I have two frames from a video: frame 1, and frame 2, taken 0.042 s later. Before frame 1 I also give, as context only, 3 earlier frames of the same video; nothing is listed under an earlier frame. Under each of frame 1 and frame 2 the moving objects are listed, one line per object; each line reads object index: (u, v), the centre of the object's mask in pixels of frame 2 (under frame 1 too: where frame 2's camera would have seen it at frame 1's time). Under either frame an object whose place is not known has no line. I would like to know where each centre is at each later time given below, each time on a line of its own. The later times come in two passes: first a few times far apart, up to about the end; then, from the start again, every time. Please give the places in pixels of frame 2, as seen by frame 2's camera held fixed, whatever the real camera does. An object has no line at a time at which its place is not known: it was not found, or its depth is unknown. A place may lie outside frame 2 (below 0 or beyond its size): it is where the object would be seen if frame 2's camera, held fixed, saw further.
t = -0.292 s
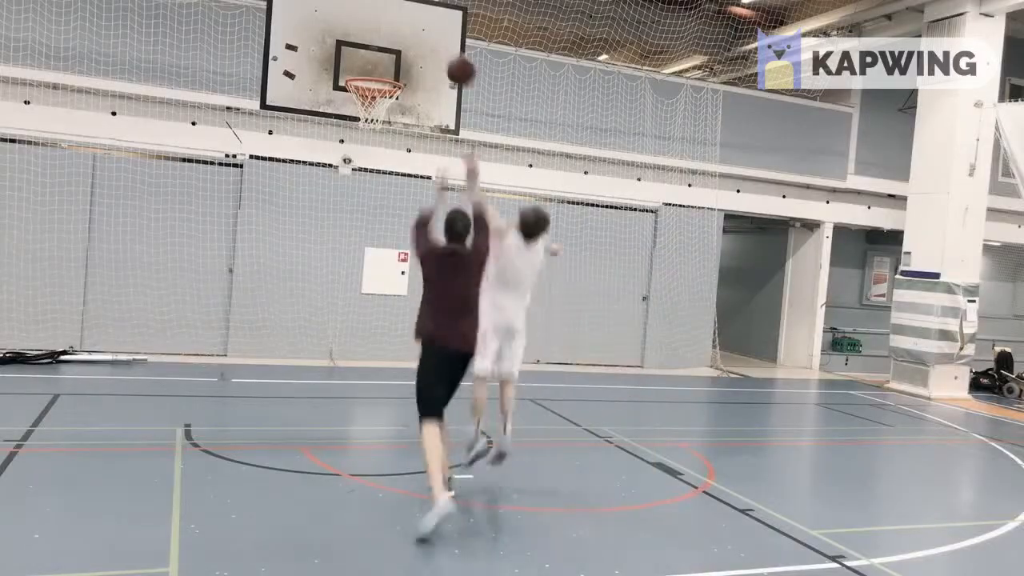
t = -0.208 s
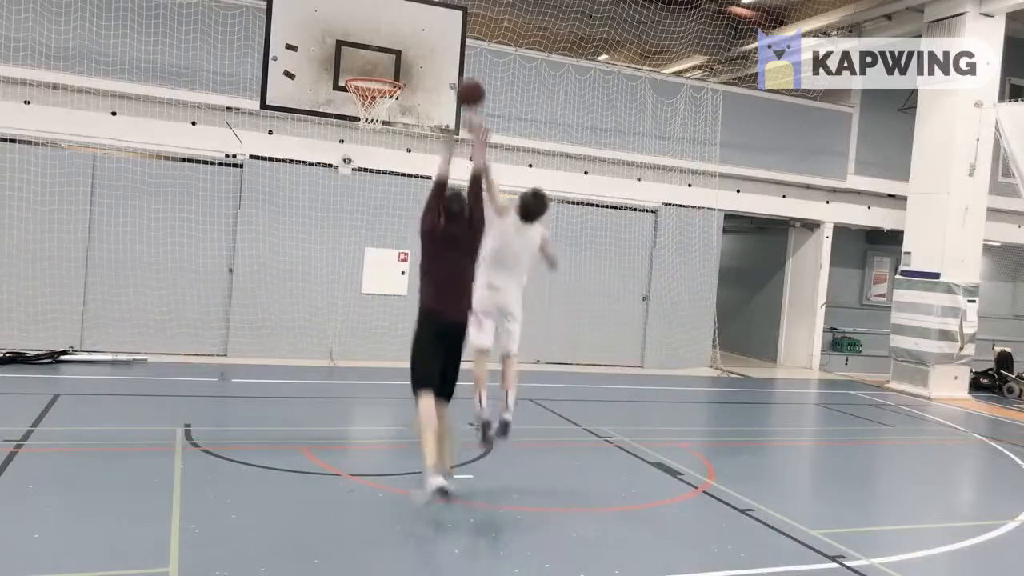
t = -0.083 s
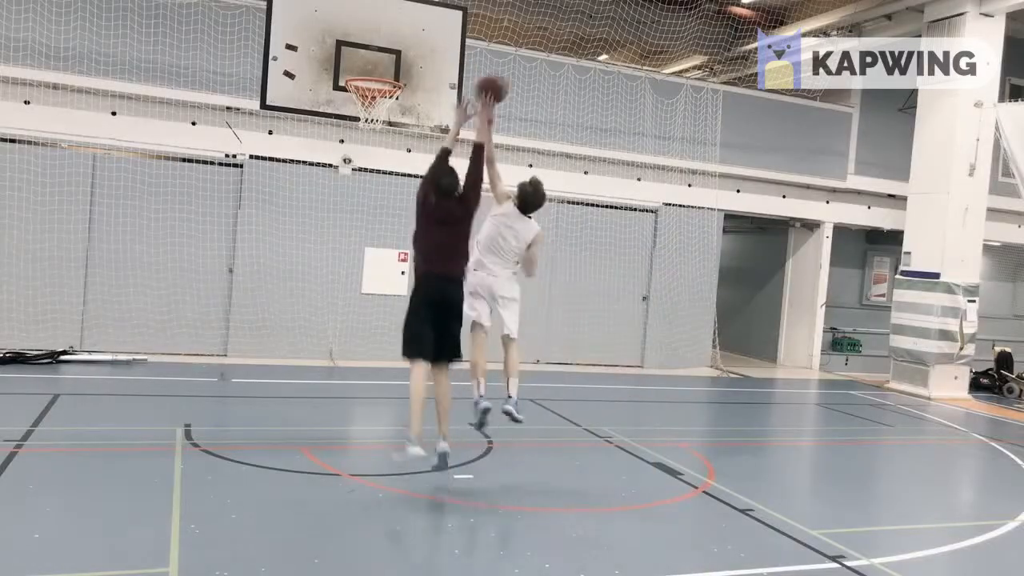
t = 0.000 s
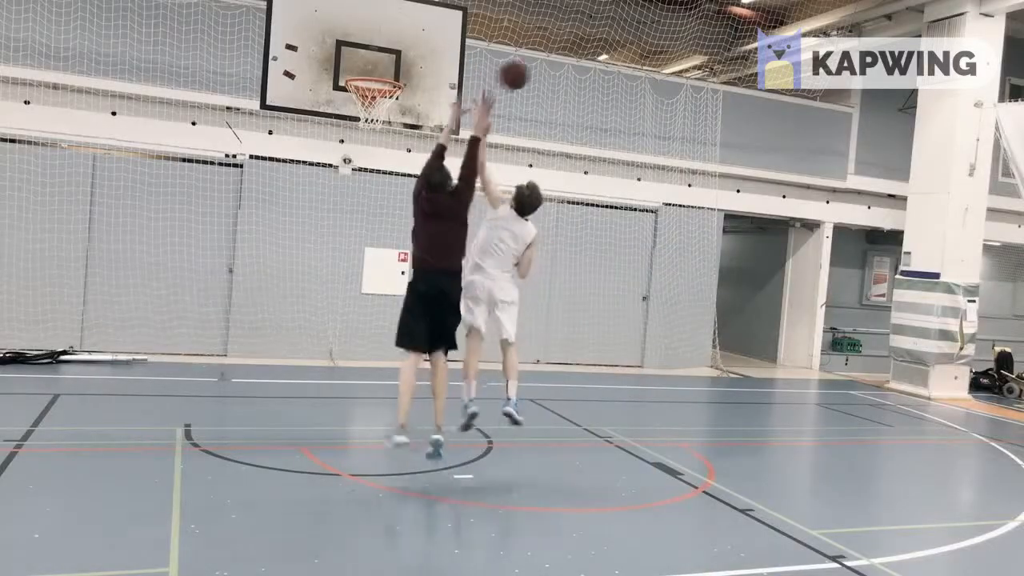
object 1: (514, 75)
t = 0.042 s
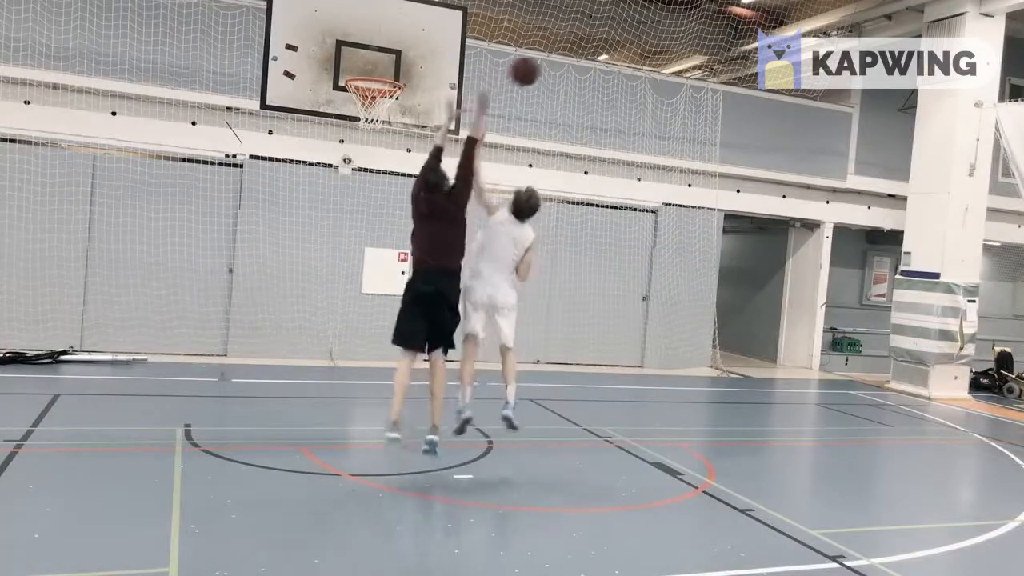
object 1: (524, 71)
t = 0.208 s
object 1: (563, 76)
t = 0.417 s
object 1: (604, 127)
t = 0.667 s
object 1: (642, 243)
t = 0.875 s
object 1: (667, 382)
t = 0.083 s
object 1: (535, 69)
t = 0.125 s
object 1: (544, 69)
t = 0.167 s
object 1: (554, 72)
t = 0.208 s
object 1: (563, 76)
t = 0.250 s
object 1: (572, 82)
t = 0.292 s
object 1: (580, 90)
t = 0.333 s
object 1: (589, 101)
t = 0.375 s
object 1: (597, 114)
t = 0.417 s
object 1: (604, 127)
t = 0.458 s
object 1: (612, 142)
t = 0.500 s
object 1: (619, 159)
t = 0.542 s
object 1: (625, 177)
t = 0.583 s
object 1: (632, 199)
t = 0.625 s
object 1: (636, 221)
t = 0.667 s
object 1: (642, 243)
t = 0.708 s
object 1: (648, 269)
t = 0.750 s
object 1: (653, 296)
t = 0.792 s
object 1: (658, 324)
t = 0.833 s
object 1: (663, 352)
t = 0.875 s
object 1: (667, 382)
